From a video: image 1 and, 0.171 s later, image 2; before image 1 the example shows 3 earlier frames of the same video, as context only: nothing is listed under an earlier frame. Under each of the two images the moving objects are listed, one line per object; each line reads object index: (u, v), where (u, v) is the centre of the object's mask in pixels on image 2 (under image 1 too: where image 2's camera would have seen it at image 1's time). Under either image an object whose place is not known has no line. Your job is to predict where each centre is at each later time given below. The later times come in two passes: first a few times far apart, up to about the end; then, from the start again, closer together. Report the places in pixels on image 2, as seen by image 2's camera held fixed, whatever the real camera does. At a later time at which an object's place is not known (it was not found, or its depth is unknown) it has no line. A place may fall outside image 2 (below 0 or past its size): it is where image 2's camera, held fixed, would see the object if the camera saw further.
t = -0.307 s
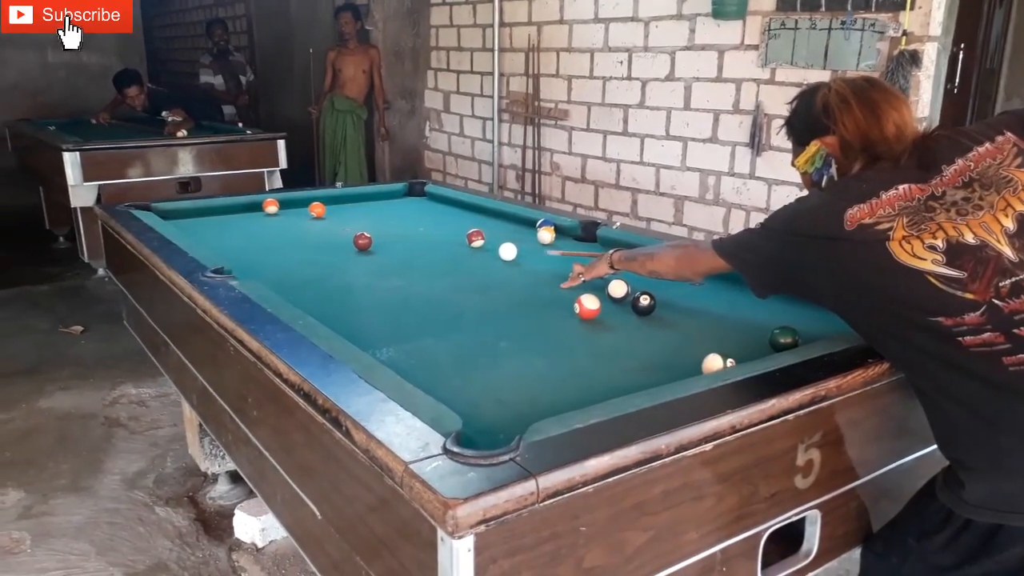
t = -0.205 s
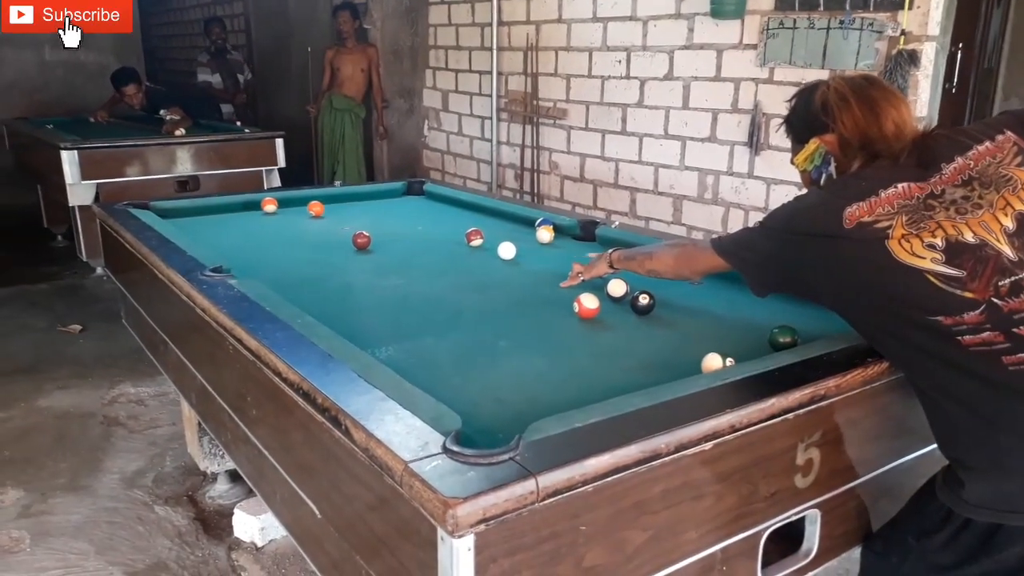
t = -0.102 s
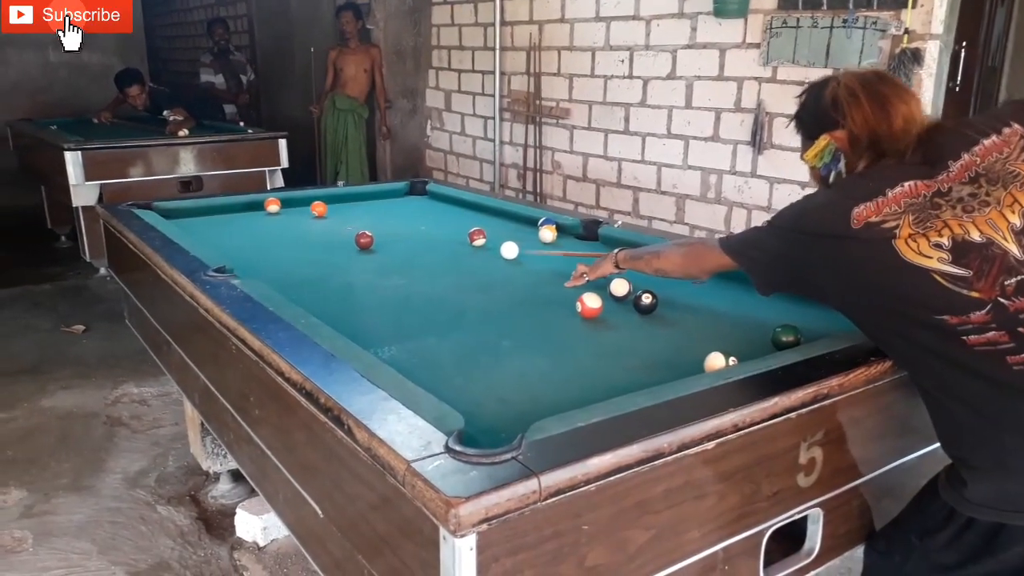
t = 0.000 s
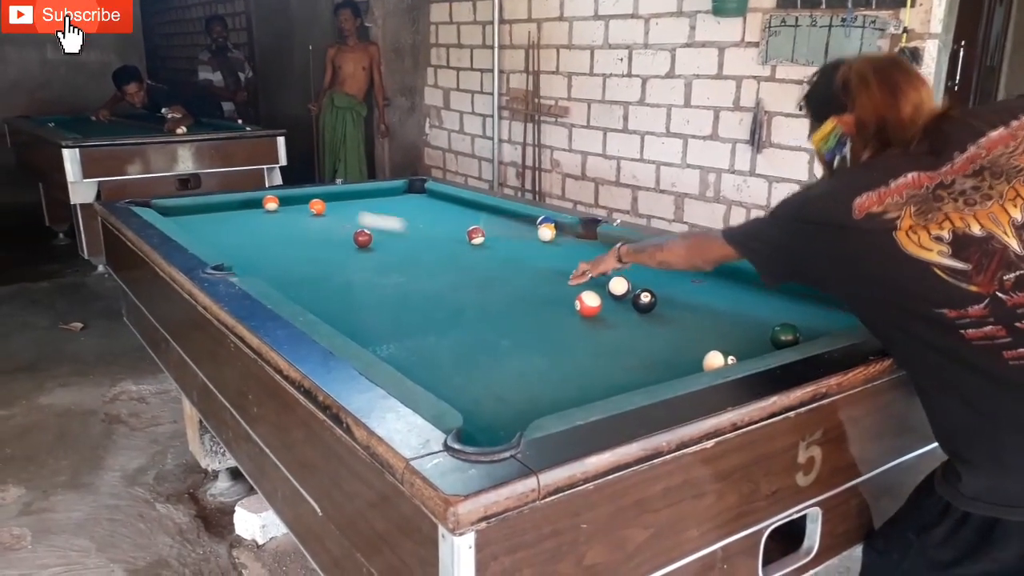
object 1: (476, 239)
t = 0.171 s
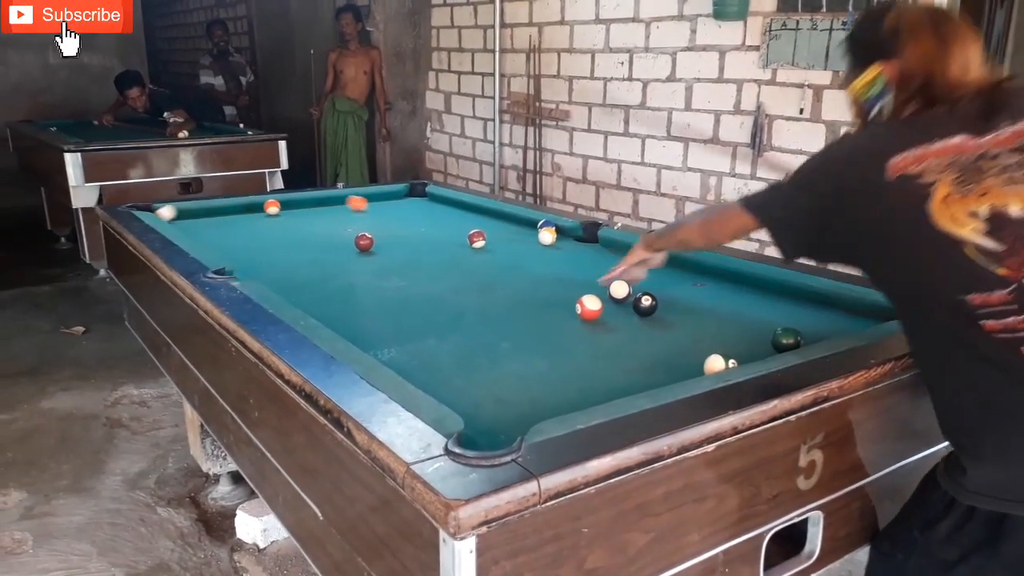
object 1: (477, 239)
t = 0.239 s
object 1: (476, 239)
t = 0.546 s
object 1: (477, 239)
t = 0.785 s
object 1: (477, 239)
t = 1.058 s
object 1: (499, 250)
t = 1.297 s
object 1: (504, 263)
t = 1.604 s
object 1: (513, 285)
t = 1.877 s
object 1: (521, 304)
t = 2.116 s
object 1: (528, 323)
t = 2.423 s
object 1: (538, 350)
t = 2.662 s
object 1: (547, 373)
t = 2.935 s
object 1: (560, 403)
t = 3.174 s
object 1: (530, 407)
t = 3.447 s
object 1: (490, 398)
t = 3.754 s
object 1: (451, 389)
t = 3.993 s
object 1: (428, 381)
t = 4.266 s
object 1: (420, 374)
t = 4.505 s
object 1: (418, 371)
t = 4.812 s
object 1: (414, 367)
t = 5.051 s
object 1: (411, 365)
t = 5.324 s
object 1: (409, 365)
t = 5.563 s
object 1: (409, 365)
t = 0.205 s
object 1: (477, 239)
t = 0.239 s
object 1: (476, 239)
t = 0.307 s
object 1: (476, 239)
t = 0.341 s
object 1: (477, 239)
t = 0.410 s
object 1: (477, 239)
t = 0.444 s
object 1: (477, 239)
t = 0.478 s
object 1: (477, 239)
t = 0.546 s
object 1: (477, 239)
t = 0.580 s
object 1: (476, 239)
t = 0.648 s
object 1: (476, 239)
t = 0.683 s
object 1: (477, 239)
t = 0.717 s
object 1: (477, 239)
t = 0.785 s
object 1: (477, 239)
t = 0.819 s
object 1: (477, 239)
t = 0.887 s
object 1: (484, 242)
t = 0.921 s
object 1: (488, 243)
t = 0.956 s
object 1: (491, 246)
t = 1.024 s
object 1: (498, 248)
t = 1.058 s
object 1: (499, 250)
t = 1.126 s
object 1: (500, 254)
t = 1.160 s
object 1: (501, 255)
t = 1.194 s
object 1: (502, 257)
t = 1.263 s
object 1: (504, 261)
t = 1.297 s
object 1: (504, 263)
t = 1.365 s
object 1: (506, 267)
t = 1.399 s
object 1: (507, 269)
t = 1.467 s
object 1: (508, 273)
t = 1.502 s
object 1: (510, 278)
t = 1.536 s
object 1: (511, 280)
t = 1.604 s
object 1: (513, 285)
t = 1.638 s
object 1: (514, 287)
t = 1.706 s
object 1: (516, 291)
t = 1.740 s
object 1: (516, 294)
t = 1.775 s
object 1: (517, 297)
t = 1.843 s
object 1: (519, 301)
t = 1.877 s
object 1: (521, 304)
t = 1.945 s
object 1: (522, 309)
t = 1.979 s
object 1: (524, 311)
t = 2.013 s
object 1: (525, 314)
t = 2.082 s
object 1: (526, 320)
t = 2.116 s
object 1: (528, 323)
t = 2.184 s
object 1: (530, 328)
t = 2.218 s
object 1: (531, 332)
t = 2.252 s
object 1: (532, 334)
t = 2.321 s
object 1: (534, 339)
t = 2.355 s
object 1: (535, 344)
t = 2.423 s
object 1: (538, 350)
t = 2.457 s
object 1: (539, 353)
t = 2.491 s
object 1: (541, 356)
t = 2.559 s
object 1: (543, 364)
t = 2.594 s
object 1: (544, 367)
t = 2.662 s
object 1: (547, 373)
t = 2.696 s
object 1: (548, 378)
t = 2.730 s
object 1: (550, 381)
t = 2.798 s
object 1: (553, 389)
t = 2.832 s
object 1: (555, 392)
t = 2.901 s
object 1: (559, 402)
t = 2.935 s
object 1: (560, 403)
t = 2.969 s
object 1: (562, 405)
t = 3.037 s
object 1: (551, 406)
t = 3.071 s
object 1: (545, 406)
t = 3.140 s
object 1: (535, 407)
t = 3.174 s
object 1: (530, 407)
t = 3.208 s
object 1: (524, 406)
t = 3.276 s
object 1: (514, 404)
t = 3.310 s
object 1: (509, 403)
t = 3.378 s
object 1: (500, 401)
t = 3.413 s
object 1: (495, 399)
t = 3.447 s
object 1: (490, 398)
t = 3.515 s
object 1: (480, 396)
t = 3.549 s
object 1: (476, 395)
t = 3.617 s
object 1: (466, 393)
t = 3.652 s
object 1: (462, 392)
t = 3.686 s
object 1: (458, 391)
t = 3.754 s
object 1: (451, 389)
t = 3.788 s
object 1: (448, 388)
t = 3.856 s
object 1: (440, 386)
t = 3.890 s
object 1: (437, 385)
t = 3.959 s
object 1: (431, 383)
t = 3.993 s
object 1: (428, 381)
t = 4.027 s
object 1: (425, 380)
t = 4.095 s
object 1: (423, 379)
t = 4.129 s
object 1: (423, 378)
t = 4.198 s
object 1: (421, 376)
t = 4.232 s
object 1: (420, 375)
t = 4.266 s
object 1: (420, 374)
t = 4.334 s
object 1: (419, 373)
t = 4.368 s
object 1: (419, 373)
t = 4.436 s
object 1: (418, 372)
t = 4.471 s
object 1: (418, 372)
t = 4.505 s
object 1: (418, 371)
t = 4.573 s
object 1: (417, 370)
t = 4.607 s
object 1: (417, 369)
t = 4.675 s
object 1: (416, 369)
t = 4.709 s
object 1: (415, 368)
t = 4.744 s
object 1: (415, 368)
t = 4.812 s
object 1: (414, 367)
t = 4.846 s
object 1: (413, 367)
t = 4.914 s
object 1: (413, 366)
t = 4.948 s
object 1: (412, 366)
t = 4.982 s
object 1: (412, 366)
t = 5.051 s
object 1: (411, 365)
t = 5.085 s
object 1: (410, 365)
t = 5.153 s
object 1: (410, 365)
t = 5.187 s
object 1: (410, 365)
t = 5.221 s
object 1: (410, 365)
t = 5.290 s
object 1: (409, 365)
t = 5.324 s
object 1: (409, 365)
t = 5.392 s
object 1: (409, 365)
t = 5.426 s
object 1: (409, 365)
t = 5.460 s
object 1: (409, 365)
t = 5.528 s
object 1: (409, 365)
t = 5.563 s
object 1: (409, 365)
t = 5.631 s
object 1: (409, 365)
